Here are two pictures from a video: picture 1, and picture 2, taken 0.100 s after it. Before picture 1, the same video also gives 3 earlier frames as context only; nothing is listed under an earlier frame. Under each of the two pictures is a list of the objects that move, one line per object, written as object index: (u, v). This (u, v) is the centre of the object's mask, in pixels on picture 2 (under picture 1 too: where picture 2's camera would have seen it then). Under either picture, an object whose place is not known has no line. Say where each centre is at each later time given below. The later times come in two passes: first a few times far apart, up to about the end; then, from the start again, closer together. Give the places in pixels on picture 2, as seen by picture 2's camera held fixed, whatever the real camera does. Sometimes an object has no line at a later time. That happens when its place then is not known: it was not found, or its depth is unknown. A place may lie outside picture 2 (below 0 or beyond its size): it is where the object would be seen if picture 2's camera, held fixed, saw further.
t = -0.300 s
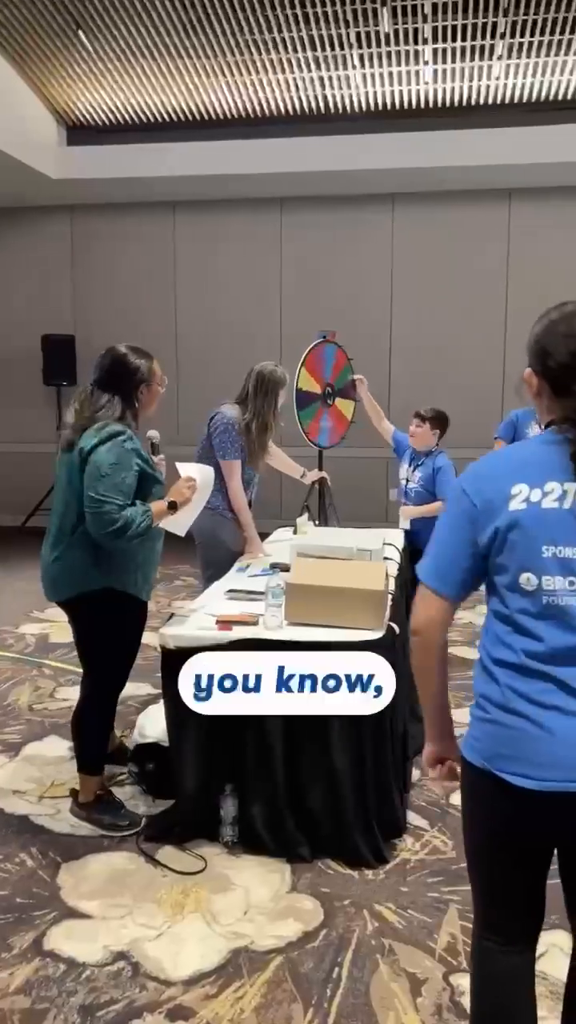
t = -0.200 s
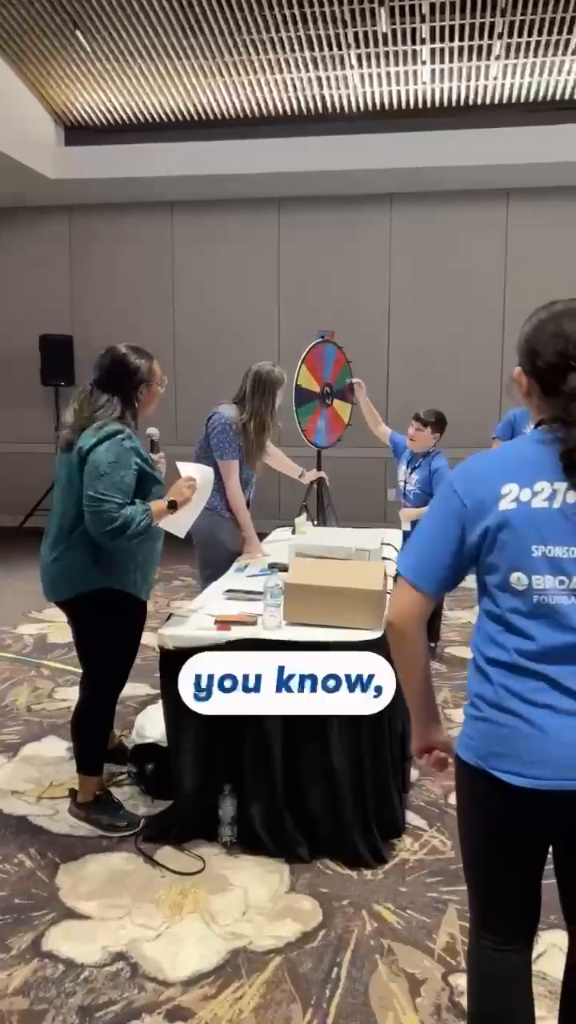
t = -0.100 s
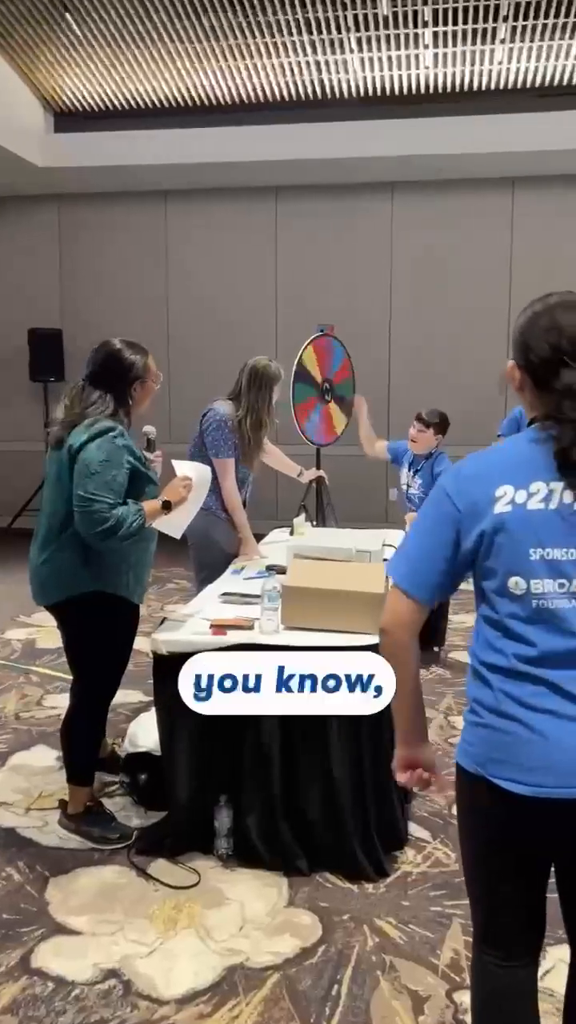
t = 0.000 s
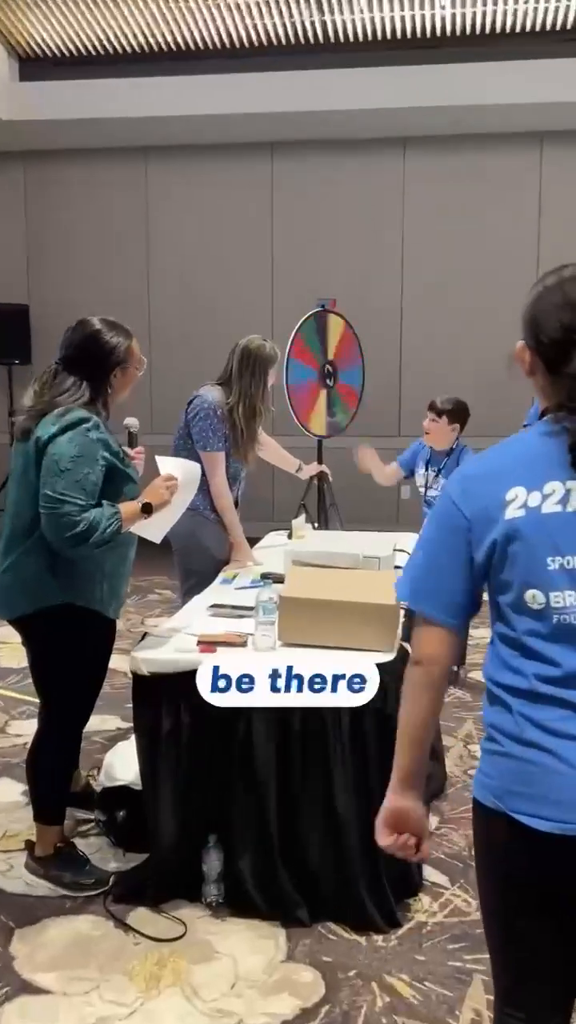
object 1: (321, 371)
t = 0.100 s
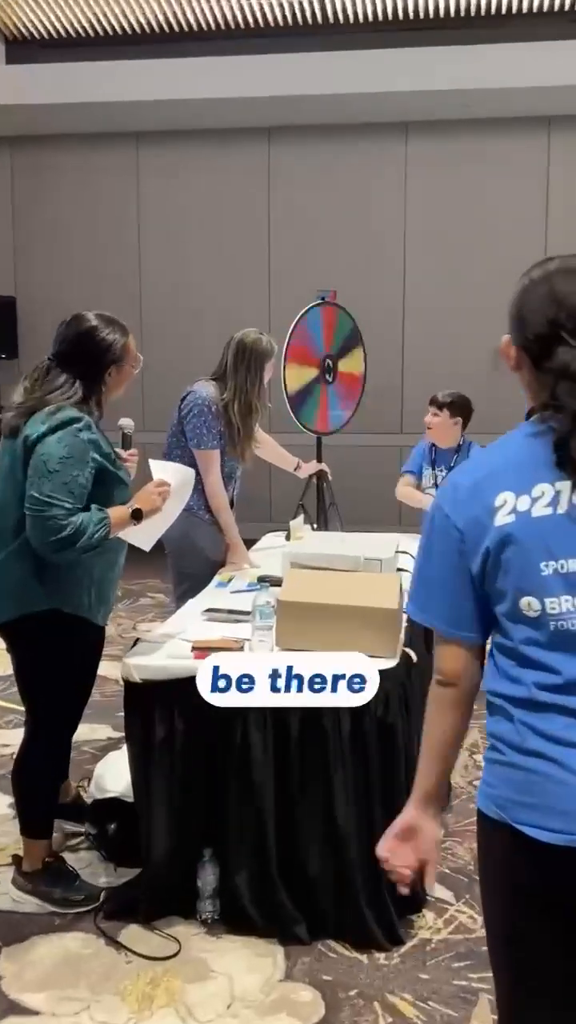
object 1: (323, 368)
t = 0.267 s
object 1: (324, 367)
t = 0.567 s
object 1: (324, 367)
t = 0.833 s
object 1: (326, 363)
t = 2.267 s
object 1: (329, 367)
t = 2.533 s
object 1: (326, 370)
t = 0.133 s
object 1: (324, 368)
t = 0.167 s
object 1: (324, 367)
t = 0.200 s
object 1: (324, 367)
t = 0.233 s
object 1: (324, 367)
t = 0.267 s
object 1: (324, 367)
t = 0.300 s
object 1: (324, 367)
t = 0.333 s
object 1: (324, 367)
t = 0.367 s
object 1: (324, 367)
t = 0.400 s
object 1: (324, 367)
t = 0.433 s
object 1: (324, 367)
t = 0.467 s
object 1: (324, 367)
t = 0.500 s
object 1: (324, 367)
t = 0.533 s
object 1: (324, 367)
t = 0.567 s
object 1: (324, 367)
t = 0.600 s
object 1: (324, 367)
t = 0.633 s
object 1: (324, 366)
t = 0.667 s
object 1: (324, 366)
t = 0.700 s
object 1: (324, 366)
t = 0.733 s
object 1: (325, 365)
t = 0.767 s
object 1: (325, 364)
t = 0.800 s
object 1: (325, 364)
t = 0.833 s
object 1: (326, 363)
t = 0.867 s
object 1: (327, 362)
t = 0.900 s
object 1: (327, 362)
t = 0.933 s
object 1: (327, 362)
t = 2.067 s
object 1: (330, 364)
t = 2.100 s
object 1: (330, 364)
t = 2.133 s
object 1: (330, 365)
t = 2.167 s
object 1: (329, 365)
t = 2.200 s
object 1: (329, 365)
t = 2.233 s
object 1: (329, 366)
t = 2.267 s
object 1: (329, 367)
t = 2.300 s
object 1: (329, 367)
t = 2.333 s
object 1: (328, 367)
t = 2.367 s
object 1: (328, 367)
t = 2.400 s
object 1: (328, 368)
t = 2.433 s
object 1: (327, 368)
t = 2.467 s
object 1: (327, 369)
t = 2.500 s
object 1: (327, 369)
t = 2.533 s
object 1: (326, 370)
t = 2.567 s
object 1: (326, 370)
